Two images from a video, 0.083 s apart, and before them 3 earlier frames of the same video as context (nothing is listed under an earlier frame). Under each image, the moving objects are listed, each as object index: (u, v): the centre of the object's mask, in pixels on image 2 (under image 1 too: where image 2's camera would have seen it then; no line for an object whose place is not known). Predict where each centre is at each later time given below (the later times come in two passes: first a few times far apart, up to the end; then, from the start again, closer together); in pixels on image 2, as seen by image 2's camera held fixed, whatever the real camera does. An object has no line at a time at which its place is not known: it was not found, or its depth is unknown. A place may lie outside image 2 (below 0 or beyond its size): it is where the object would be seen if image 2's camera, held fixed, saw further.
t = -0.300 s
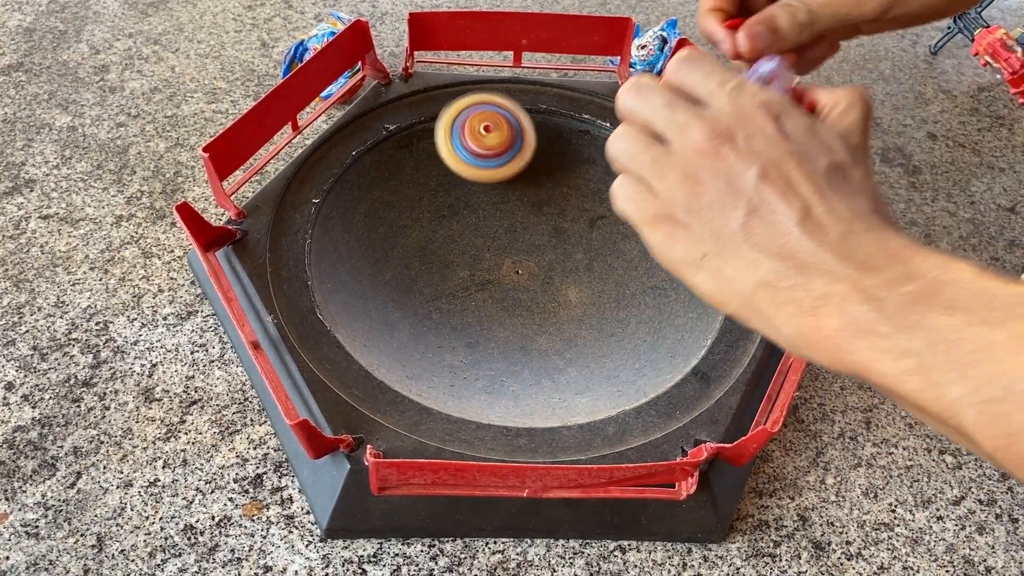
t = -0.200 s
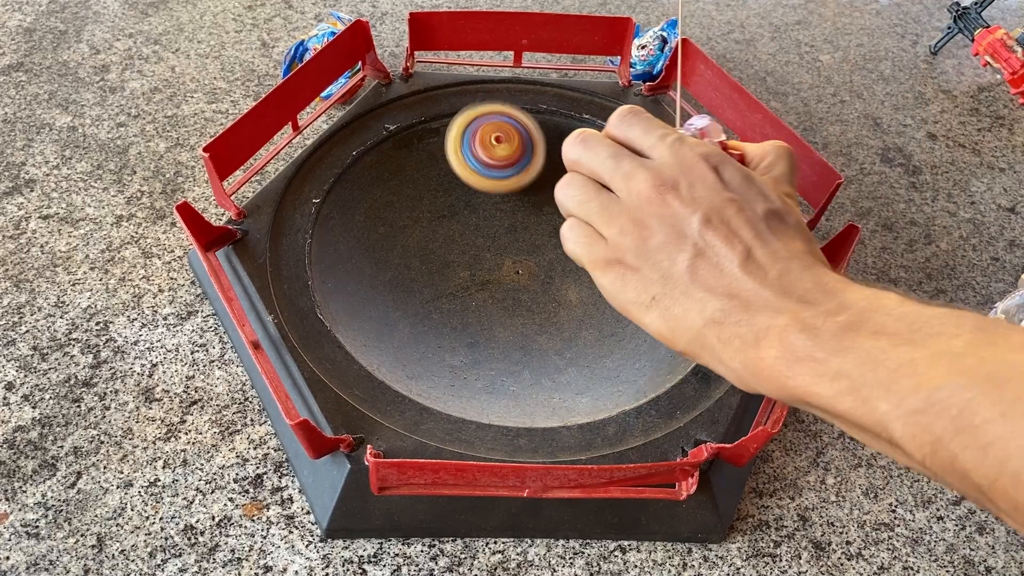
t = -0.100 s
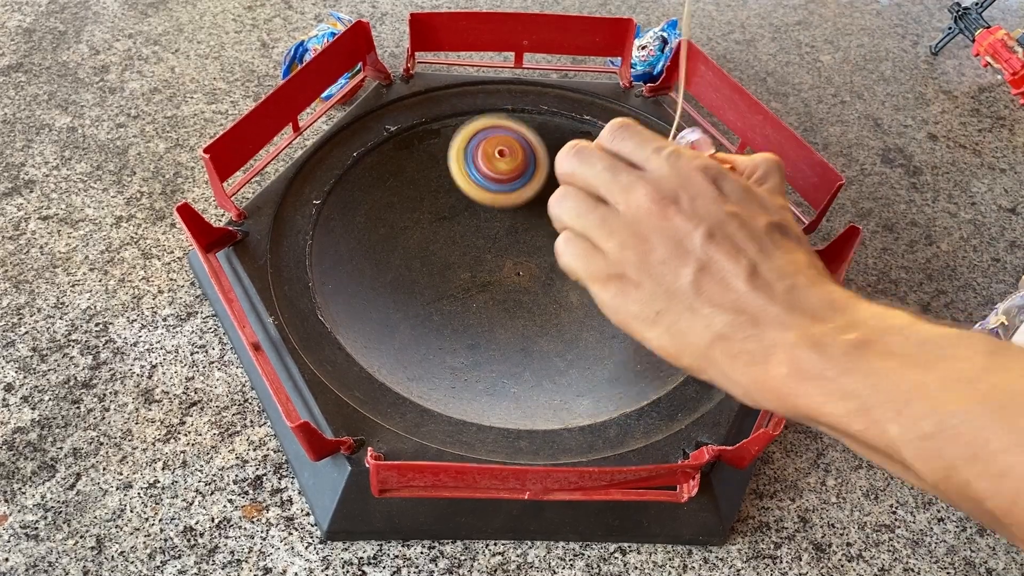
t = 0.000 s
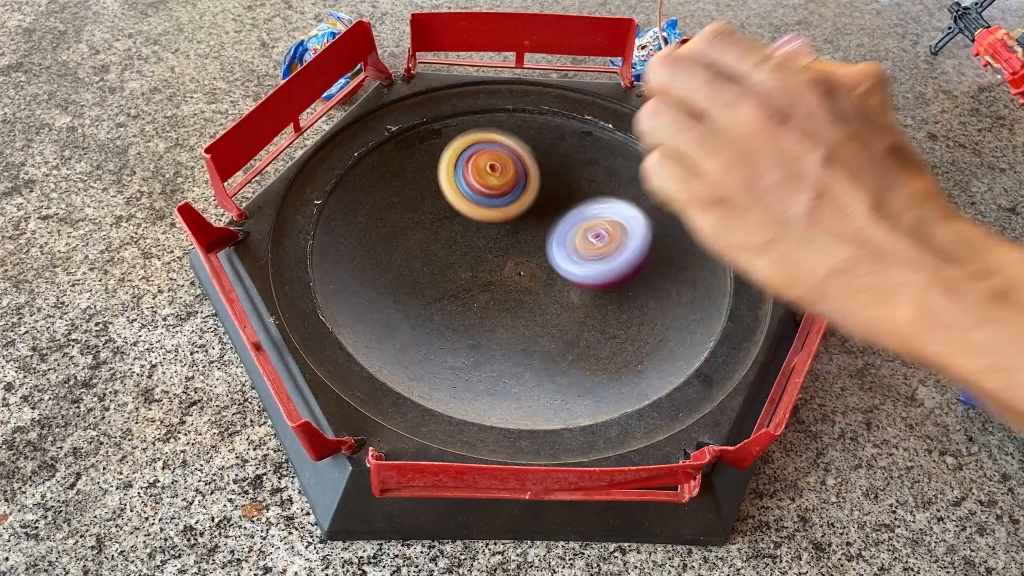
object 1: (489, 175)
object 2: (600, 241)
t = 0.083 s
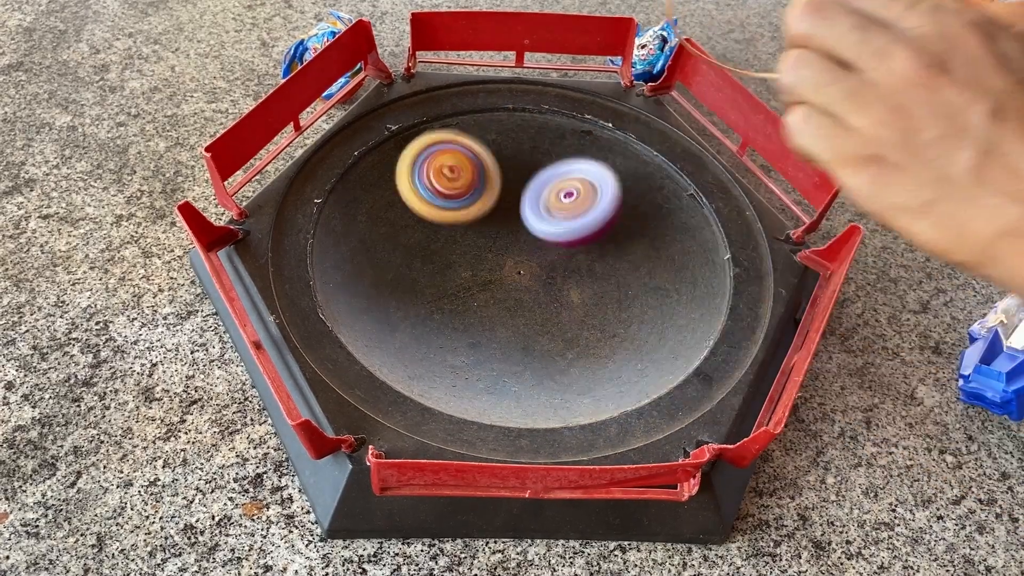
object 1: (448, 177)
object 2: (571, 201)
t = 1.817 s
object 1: (507, 344)
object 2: (470, 179)
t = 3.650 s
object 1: (511, 102)
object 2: (346, 328)
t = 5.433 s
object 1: (474, 232)
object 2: (617, 272)
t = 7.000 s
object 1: (508, 197)
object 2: (477, 54)
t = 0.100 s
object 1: (438, 176)
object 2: (571, 196)
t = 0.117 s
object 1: (429, 175)
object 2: (570, 193)
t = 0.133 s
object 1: (422, 174)
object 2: (569, 183)
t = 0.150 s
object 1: (418, 174)
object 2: (568, 174)
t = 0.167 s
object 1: (414, 172)
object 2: (566, 167)
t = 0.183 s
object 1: (410, 171)
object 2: (565, 157)
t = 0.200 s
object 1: (408, 170)
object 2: (563, 150)
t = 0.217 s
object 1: (405, 169)
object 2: (561, 142)
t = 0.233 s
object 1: (403, 167)
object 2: (560, 133)
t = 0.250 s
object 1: (401, 166)
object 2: (559, 125)
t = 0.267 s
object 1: (398, 166)
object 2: (558, 118)
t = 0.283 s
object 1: (397, 165)
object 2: (558, 111)
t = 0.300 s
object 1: (395, 165)
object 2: (557, 105)
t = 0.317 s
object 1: (394, 165)
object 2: (558, 100)
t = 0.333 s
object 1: (394, 165)
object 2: (558, 96)
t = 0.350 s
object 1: (395, 164)
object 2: (558, 95)
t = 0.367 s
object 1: (397, 164)
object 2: (557, 97)
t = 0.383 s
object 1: (400, 164)
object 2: (556, 101)
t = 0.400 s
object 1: (402, 165)
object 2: (555, 107)
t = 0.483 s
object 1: (428, 178)
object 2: (552, 138)
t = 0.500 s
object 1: (434, 182)
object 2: (551, 144)
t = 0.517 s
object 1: (440, 185)
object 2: (549, 151)
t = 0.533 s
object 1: (444, 188)
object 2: (547, 159)
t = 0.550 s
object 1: (448, 191)
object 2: (545, 165)
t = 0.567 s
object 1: (450, 196)
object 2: (546, 171)
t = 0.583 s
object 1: (438, 202)
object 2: (558, 168)
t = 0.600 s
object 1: (427, 211)
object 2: (570, 167)
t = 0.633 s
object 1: (403, 225)
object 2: (590, 163)
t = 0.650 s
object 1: (393, 232)
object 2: (599, 160)
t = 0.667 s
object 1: (383, 237)
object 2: (606, 157)
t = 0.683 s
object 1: (376, 242)
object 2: (611, 154)
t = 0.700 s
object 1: (370, 246)
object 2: (615, 151)
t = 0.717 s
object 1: (364, 249)
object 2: (617, 148)
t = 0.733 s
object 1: (360, 251)
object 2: (619, 144)
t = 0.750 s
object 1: (355, 253)
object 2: (619, 141)
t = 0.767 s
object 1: (352, 254)
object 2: (619, 137)
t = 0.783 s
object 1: (349, 255)
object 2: (620, 133)
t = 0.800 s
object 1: (347, 255)
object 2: (619, 131)
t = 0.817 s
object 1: (345, 255)
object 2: (619, 128)
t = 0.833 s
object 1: (344, 255)
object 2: (619, 125)
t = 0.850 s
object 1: (343, 254)
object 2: (619, 123)
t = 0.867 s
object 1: (344, 252)
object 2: (619, 122)
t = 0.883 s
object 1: (345, 251)
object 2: (619, 121)
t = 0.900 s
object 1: (346, 250)
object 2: (619, 121)
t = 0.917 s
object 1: (348, 249)
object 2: (619, 122)
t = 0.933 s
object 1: (350, 248)
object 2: (618, 123)
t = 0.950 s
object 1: (354, 246)
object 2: (618, 124)
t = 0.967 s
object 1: (357, 245)
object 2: (617, 126)
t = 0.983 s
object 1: (361, 243)
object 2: (615, 128)
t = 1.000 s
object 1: (365, 241)
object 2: (613, 130)
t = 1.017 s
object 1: (370, 240)
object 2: (610, 132)
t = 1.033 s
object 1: (375, 238)
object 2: (605, 135)
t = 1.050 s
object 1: (381, 236)
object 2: (601, 137)
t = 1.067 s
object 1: (388, 235)
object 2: (594, 140)
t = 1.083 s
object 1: (394, 235)
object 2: (587, 141)
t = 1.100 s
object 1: (401, 235)
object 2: (580, 143)
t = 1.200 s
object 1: (444, 245)
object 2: (524, 145)
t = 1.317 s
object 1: (488, 272)
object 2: (460, 134)
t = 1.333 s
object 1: (494, 278)
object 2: (453, 132)
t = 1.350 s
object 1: (501, 284)
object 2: (445, 130)
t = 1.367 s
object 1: (506, 290)
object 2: (440, 128)
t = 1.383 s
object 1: (511, 297)
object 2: (434, 126)
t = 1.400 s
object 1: (516, 303)
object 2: (429, 124)
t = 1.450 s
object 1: (527, 320)
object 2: (420, 121)
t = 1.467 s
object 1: (529, 326)
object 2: (417, 120)
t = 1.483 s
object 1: (530, 331)
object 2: (416, 120)
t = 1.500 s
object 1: (531, 335)
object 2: (415, 121)
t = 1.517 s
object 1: (532, 340)
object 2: (416, 121)
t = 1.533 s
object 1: (532, 343)
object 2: (417, 122)
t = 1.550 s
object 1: (532, 346)
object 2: (418, 124)
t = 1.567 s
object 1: (531, 349)
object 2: (421, 125)
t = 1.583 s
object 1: (531, 351)
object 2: (423, 128)
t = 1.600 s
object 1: (529, 352)
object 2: (426, 130)
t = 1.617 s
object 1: (528, 354)
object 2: (429, 133)
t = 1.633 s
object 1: (526, 354)
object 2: (433, 136)
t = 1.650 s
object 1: (524, 355)
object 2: (437, 139)
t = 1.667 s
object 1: (523, 355)
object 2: (441, 143)
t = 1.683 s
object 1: (521, 355)
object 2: (445, 146)
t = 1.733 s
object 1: (514, 353)
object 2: (457, 158)
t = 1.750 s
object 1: (513, 352)
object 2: (460, 162)
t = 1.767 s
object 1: (511, 351)
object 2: (464, 166)
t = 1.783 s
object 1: (509, 349)
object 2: (466, 170)
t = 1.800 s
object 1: (509, 347)
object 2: (468, 175)
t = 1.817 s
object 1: (507, 344)
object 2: (470, 179)
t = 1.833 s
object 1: (506, 342)
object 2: (472, 183)
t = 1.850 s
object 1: (505, 338)
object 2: (473, 187)
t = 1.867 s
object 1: (505, 336)
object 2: (472, 192)
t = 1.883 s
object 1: (505, 332)
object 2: (472, 196)
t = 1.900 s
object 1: (506, 329)
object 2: (470, 200)
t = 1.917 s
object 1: (507, 325)
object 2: (468, 204)
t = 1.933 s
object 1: (508, 322)
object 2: (465, 208)
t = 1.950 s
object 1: (509, 318)
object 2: (462, 211)
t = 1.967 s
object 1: (510, 315)
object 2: (457, 215)
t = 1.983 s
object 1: (511, 311)
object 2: (453, 218)
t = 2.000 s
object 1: (514, 308)
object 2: (447, 221)
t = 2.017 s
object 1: (516, 305)
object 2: (441, 223)
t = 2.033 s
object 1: (519, 301)
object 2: (434, 225)
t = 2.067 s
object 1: (525, 295)
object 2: (419, 228)
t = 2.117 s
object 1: (537, 287)
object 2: (397, 228)
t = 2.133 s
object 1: (542, 284)
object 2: (389, 227)
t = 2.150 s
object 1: (547, 282)
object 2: (381, 226)
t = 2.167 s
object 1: (552, 280)
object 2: (375, 224)
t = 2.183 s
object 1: (558, 278)
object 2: (368, 221)
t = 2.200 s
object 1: (564, 277)
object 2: (362, 218)
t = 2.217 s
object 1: (569, 275)
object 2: (356, 213)
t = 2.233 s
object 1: (574, 275)
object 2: (352, 210)
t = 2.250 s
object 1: (580, 274)
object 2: (347, 205)
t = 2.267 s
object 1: (585, 273)
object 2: (344, 201)
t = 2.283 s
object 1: (590, 273)
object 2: (342, 195)
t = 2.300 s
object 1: (594, 272)
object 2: (341, 190)
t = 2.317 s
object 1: (598, 272)
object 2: (341, 185)
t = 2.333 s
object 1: (601, 271)
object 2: (341, 179)
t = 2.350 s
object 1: (604, 270)
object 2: (343, 174)
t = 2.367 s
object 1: (607, 270)
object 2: (345, 168)
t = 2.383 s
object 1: (610, 270)
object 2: (348, 162)
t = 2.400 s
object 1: (612, 269)
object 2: (352, 156)
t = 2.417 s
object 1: (615, 268)
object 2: (356, 151)
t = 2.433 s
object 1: (617, 267)
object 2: (362, 146)
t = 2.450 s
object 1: (619, 266)
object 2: (369, 139)
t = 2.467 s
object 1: (620, 265)
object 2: (376, 135)
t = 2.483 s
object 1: (622, 265)
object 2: (385, 132)
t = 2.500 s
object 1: (624, 264)
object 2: (395, 129)
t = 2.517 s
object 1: (625, 263)
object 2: (405, 129)
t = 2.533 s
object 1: (626, 263)
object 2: (418, 130)
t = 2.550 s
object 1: (626, 263)
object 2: (429, 134)
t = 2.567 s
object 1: (626, 262)
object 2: (443, 139)
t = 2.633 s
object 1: (623, 259)
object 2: (489, 171)
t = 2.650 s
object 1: (622, 257)
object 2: (499, 181)
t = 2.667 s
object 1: (620, 255)
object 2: (509, 192)
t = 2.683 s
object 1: (619, 254)
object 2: (517, 203)
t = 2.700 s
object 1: (620, 252)
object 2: (522, 214)
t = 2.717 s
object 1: (647, 254)
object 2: (495, 216)
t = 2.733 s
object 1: (675, 254)
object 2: (464, 217)
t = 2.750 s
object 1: (701, 251)
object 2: (433, 217)
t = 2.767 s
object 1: (719, 248)
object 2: (406, 217)
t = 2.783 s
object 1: (731, 244)
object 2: (381, 216)
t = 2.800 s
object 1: (742, 243)
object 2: (359, 213)
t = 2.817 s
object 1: (753, 245)
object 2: (337, 208)
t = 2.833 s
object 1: (761, 250)
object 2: (320, 201)
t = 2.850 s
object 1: (763, 248)
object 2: (315, 194)
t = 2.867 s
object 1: (763, 249)
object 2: (311, 189)
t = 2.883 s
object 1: (761, 252)
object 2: (306, 188)
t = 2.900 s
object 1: (756, 256)
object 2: (303, 190)
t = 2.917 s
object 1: (749, 259)
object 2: (298, 193)
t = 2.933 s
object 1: (742, 257)
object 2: (292, 190)
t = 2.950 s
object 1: (737, 258)
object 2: (286, 189)
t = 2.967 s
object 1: (733, 256)
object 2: (282, 190)
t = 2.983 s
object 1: (727, 255)
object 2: (281, 189)
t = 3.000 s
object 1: (721, 253)
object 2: (281, 189)
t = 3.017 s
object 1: (713, 255)
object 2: (283, 189)
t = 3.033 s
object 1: (701, 256)
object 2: (288, 189)
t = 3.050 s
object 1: (689, 255)
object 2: (293, 189)
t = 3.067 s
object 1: (679, 253)
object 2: (297, 188)
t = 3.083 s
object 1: (667, 254)
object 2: (301, 188)
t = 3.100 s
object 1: (652, 253)
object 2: (304, 189)
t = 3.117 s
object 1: (640, 251)
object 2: (307, 189)
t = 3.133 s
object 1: (627, 250)
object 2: (309, 190)
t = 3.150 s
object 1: (613, 248)
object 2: (310, 192)
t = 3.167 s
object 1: (602, 244)
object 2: (311, 194)
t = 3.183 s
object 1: (593, 242)
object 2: (311, 196)
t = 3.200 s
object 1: (580, 240)
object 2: (311, 199)
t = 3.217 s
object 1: (570, 235)
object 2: (310, 203)
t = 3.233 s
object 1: (561, 232)
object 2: (308, 207)
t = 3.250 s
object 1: (551, 226)
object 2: (306, 211)
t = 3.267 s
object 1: (542, 220)
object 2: (302, 217)
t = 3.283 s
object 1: (535, 213)
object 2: (298, 222)
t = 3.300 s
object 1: (526, 207)
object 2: (293, 228)
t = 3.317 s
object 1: (518, 199)
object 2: (288, 235)
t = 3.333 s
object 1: (512, 191)
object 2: (282, 242)
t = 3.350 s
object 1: (505, 184)
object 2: (283, 248)
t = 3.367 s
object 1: (501, 175)
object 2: (286, 254)
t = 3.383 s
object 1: (498, 167)
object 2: (288, 259)
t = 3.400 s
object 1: (494, 160)
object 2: (289, 265)
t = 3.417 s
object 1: (490, 152)
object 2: (290, 271)
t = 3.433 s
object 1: (488, 144)
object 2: (293, 277)
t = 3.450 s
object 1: (486, 135)
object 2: (297, 282)
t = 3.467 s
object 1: (486, 127)
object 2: (301, 286)
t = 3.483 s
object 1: (487, 120)
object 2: (305, 291)
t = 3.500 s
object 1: (487, 115)
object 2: (307, 296)
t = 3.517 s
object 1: (488, 109)
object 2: (309, 301)
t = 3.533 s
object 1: (490, 103)
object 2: (311, 306)
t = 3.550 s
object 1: (492, 98)
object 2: (312, 312)
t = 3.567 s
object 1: (495, 92)
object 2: (316, 315)
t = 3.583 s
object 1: (498, 91)
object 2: (323, 317)
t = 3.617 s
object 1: (503, 95)
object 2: (336, 322)
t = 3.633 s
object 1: (507, 99)
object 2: (342, 325)
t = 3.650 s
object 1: (511, 102)
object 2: (346, 328)
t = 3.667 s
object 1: (516, 107)
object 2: (351, 332)
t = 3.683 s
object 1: (518, 111)
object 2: (354, 336)
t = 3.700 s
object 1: (521, 116)
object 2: (357, 341)
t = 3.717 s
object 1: (525, 120)
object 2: (360, 347)
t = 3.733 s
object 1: (527, 125)
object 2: (362, 352)
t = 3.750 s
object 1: (531, 131)
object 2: (362, 358)
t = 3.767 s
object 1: (533, 137)
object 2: (367, 360)
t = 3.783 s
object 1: (535, 141)
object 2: (372, 362)
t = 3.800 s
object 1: (538, 147)
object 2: (377, 362)
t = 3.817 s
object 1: (539, 152)
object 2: (382, 364)
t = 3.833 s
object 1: (541, 158)
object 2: (386, 365)
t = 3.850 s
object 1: (541, 164)
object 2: (389, 366)
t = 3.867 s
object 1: (541, 168)
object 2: (393, 369)
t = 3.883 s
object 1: (542, 172)
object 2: (396, 371)
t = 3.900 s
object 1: (542, 177)
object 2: (400, 374)
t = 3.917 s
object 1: (541, 182)
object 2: (402, 378)
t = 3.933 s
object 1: (538, 185)
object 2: (405, 381)
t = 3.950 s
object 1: (536, 188)
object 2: (407, 385)
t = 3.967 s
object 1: (534, 191)
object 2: (412, 383)
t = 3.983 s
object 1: (531, 194)
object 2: (417, 381)
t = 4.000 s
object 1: (527, 196)
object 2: (422, 379)
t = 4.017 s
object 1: (522, 197)
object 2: (426, 378)
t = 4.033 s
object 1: (519, 198)
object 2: (430, 377)
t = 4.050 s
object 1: (514, 199)
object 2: (434, 377)
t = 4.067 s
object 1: (509, 200)
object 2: (438, 377)
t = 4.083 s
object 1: (504, 201)
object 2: (443, 378)
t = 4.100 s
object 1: (498, 201)
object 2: (447, 380)
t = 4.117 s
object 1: (494, 202)
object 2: (452, 383)
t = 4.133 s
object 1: (489, 203)
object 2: (456, 386)
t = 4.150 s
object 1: (485, 204)
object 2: (460, 390)
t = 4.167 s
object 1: (478, 204)
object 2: (464, 395)
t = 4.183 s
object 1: (475, 204)
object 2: (467, 399)
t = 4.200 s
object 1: (470, 205)
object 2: (470, 402)
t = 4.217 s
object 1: (466, 206)
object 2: (472, 401)
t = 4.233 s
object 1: (461, 207)
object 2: (475, 398)
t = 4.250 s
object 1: (457, 207)
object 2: (477, 394)
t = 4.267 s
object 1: (454, 208)
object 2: (479, 391)
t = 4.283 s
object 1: (450, 208)
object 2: (483, 389)
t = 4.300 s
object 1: (446, 210)
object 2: (486, 387)
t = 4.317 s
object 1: (442, 210)
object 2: (490, 386)
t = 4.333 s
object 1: (441, 210)
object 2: (493, 385)
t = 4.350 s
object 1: (438, 211)
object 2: (497, 384)
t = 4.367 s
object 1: (435, 211)
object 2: (501, 385)
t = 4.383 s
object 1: (431, 212)
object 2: (504, 385)
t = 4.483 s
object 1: (423, 214)
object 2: (531, 395)
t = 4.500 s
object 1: (421, 215)
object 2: (536, 397)
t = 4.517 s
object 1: (420, 216)
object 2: (542, 398)
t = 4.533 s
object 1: (419, 216)
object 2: (546, 399)
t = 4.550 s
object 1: (421, 217)
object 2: (550, 400)
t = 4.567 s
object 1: (422, 218)
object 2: (554, 401)
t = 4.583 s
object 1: (422, 219)
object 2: (558, 401)
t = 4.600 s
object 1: (424, 218)
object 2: (560, 401)
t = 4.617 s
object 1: (426, 217)
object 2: (563, 401)
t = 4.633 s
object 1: (428, 218)
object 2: (565, 401)
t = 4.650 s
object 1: (429, 219)
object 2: (567, 401)
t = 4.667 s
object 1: (430, 220)
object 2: (569, 400)
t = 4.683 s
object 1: (433, 219)
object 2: (572, 399)
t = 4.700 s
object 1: (435, 221)
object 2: (575, 398)
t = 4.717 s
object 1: (436, 222)
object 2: (579, 396)
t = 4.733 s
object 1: (436, 222)
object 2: (583, 394)
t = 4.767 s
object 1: (439, 225)
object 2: (590, 389)
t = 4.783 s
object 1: (440, 227)
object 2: (593, 387)
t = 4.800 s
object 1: (441, 228)
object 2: (597, 384)
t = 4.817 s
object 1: (442, 230)
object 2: (600, 381)
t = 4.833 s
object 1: (444, 232)
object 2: (602, 378)
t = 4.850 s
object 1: (445, 234)
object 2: (604, 375)
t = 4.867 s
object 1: (446, 236)
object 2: (604, 372)
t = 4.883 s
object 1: (448, 237)
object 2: (602, 369)
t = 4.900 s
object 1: (451, 240)
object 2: (598, 367)
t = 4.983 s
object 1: (461, 250)
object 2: (558, 336)
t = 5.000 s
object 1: (462, 252)
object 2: (547, 329)
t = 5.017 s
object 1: (464, 253)
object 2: (536, 322)
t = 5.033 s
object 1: (461, 250)
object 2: (537, 317)
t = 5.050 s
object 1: (454, 243)
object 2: (540, 318)
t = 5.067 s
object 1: (448, 239)
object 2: (544, 319)
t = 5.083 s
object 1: (440, 233)
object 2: (548, 317)
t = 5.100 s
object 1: (437, 230)
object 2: (551, 317)
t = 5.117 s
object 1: (432, 226)
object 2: (553, 315)
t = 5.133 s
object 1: (429, 223)
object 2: (555, 313)
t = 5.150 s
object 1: (429, 221)
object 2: (557, 312)
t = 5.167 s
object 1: (427, 219)
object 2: (559, 310)
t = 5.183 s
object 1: (427, 218)
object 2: (562, 307)
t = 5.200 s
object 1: (427, 218)
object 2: (564, 305)
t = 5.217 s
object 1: (431, 219)
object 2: (567, 303)
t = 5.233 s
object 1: (434, 221)
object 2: (569, 300)
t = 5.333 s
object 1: (456, 229)
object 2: (592, 284)
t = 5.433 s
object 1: (474, 232)
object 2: (617, 272)
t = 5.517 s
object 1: (489, 233)
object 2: (628, 270)
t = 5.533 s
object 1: (493, 234)
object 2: (628, 269)
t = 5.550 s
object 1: (495, 234)
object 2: (629, 269)
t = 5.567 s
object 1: (498, 233)
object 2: (628, 269)
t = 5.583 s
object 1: (501, 234)
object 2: (627, 269)
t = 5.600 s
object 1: (504, 234)
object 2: (626, 268)
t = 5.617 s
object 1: (506, 234)
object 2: (624, 267)
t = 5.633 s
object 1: (509, 233)
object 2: (621, 265)
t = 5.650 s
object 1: (512, 234)
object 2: (618, 263)
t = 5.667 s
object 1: (507, 232)
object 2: (625, 262)
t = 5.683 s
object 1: (485, 225)
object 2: (652, 260)
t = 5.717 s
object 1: (450, 214)
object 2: (697, 257)
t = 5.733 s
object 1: (430, 210)
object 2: (713, 254)
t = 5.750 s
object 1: (418, 204)
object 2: (723, 250)
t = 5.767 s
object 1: (404, 196)
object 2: (727, 247)
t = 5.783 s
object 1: (392, 191)
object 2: (730, 249)
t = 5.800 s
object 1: (387, 185)
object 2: (733, 252)
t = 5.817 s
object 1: (377, 178)
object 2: (738, 248)
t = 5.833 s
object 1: (372, 173)
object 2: (740, 248)
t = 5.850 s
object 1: (370, 166)
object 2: (744, 246)
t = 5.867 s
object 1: (369, 160)
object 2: (748, 242)
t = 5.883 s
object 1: (369, 155)
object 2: (752, 239)
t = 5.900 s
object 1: (372, 149)
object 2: (757, 235)
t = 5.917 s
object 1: (377, 145)
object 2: (758, 231)
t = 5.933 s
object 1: (383, 140)
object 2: (753, 228)
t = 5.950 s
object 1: (390, 136)
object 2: (748, 223)
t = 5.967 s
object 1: (398, 133)
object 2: (743, 219)
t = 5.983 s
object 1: (407, 129)
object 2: (740, 214)
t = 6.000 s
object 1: (416, 125)
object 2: (736, 209)
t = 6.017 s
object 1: (426, 124)
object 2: (733, 203)
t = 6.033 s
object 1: (435, 121)
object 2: (732, 198)
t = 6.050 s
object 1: (445, 120)
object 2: (731, 192)
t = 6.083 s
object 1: (464, 119)
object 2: (732, 179)
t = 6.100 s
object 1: (474, 118)
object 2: (733, 173)
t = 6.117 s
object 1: (484, 119)
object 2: (735, 166)
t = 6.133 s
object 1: (493, 120)
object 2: (732, 160)
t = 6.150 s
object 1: (502, 121)
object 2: (726, 157)
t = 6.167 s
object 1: (511, 123)
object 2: (722, 153)
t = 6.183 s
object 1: (519, 125)
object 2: (717, 149)
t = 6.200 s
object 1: (528, 128)
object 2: (713, 144)
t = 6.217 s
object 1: (536, 131)
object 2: (710, 140)
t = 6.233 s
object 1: (542, 135)
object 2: (707, 135)
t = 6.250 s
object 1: (549, 139)
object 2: (704, 129)
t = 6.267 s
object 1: (555, 144)
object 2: (699, 126)
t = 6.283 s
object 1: (558, 148)
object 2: (694, 123)
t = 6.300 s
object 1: (563, 154)
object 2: (689, 121)
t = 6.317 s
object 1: (566, 158)
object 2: (684, 116)
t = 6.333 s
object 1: (567, 163)
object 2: (680, 113)
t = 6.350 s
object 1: (570, 169)
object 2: (676, 109)
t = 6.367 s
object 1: (571, 175)
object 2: (673, 105)
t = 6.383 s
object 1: (570, 179)
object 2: (668, 101)
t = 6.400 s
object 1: (570, 185)
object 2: (663, 99)
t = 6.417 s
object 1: (569, 190)
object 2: (657, 97)
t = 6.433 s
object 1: (567, 193)
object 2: (652, 96)
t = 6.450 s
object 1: (566, 198)
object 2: (647, 93)
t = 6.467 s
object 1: (564, 202)
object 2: (643, 91)
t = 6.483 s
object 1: (563, 205)
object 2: (639, 87)
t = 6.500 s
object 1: (561, 209)
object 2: (634, 84)
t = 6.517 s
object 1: (558, 212)
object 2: (629, 83)
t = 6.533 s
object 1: (557, 213)
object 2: (624, 82)
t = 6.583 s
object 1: (551, 218)
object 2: (609, 74)
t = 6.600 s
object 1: (548, 220)
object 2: (605, 72)
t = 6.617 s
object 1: (545, 221)
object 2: (599, 72)
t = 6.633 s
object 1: (544, 220)
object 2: (594, 71)
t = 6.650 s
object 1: (542, 221)
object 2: (589, 70)
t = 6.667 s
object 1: (538, 220)
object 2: (584, 68)
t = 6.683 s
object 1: (538, 219)
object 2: (579, 67)
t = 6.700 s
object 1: (535, 219)
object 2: (575, 63)
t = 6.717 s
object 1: (532, 217)
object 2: (568, 61)
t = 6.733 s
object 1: (532, 217)
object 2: (563, 61)
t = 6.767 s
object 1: (527, 214)
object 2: (553, 60)
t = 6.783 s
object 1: (526, 214)
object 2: (547, 58)
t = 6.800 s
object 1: (524, 213)
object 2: (542, 57)
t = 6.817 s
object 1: (522, 210)
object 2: (537, 55)
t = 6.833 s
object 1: (520, 209)
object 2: (532, 56)
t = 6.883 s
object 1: (516, 205)
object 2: (517, 57)
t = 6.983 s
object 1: (509, 199)
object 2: (484, 55)
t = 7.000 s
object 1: (508, 197)
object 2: (477, 54)
